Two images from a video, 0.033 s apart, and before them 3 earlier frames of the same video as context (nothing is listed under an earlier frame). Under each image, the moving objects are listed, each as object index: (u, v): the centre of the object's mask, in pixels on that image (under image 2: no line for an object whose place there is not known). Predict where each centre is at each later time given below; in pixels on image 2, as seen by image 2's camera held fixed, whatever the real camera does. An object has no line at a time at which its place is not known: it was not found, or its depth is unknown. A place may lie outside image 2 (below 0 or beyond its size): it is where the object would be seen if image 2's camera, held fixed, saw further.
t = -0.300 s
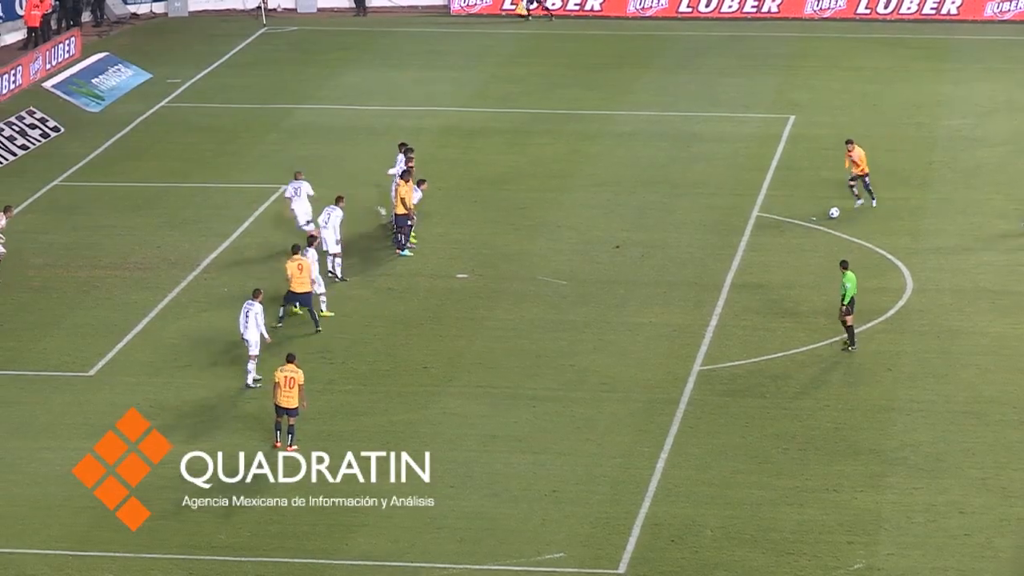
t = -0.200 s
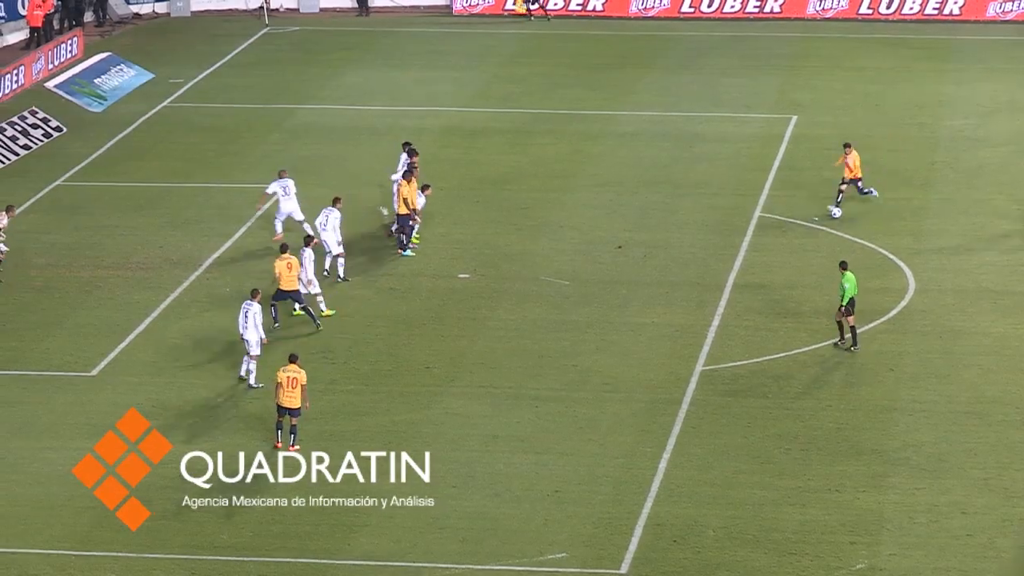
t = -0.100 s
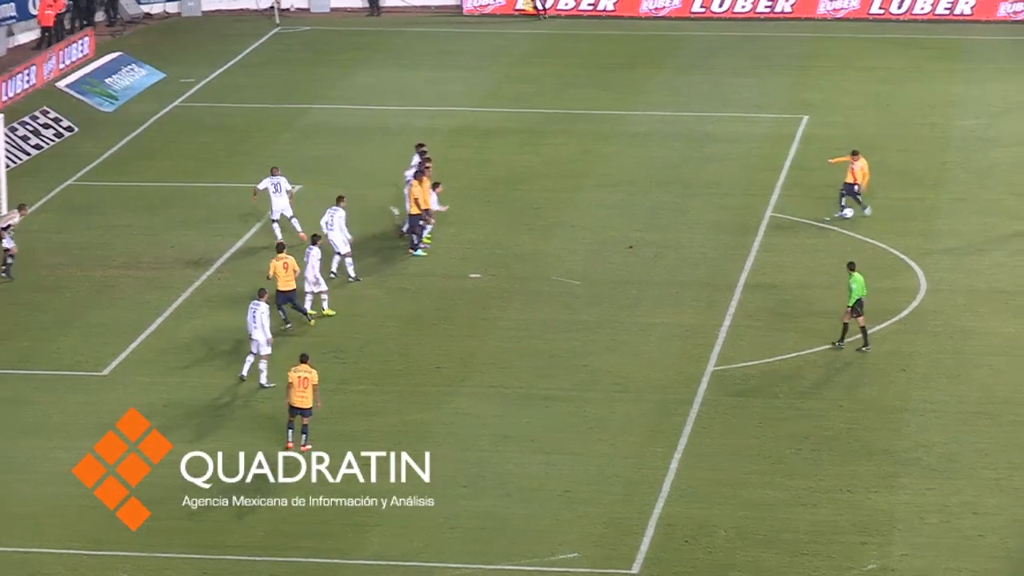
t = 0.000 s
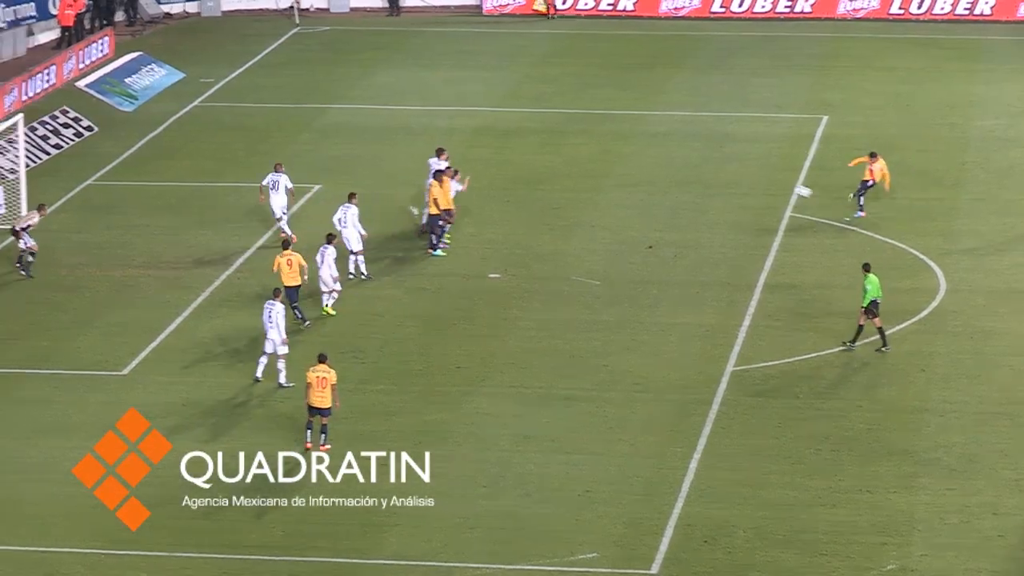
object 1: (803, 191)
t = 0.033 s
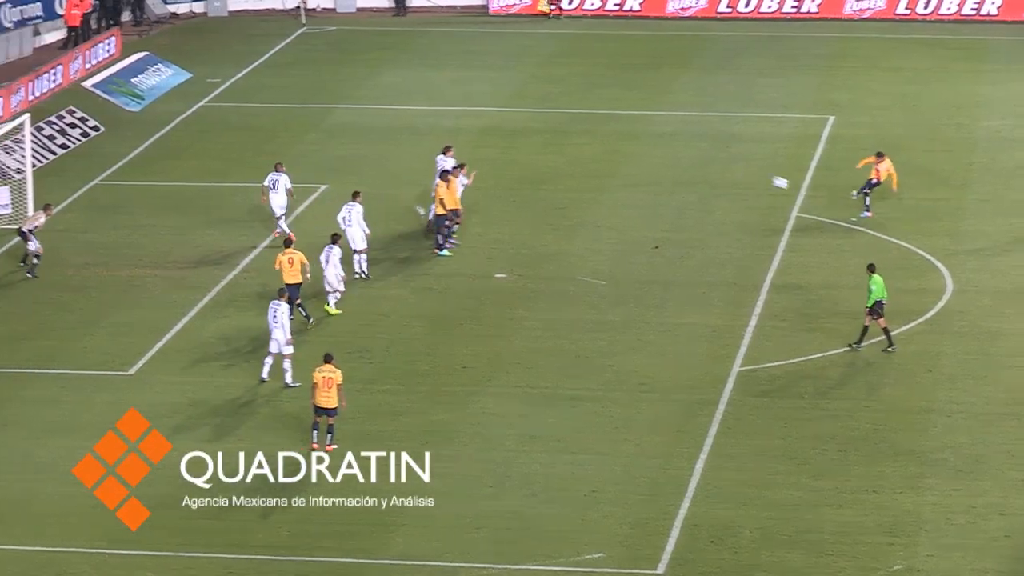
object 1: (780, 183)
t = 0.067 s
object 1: (752, 174)
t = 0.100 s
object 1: (725, 166)
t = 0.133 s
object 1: (697, 159)
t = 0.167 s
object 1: (670, 152)
